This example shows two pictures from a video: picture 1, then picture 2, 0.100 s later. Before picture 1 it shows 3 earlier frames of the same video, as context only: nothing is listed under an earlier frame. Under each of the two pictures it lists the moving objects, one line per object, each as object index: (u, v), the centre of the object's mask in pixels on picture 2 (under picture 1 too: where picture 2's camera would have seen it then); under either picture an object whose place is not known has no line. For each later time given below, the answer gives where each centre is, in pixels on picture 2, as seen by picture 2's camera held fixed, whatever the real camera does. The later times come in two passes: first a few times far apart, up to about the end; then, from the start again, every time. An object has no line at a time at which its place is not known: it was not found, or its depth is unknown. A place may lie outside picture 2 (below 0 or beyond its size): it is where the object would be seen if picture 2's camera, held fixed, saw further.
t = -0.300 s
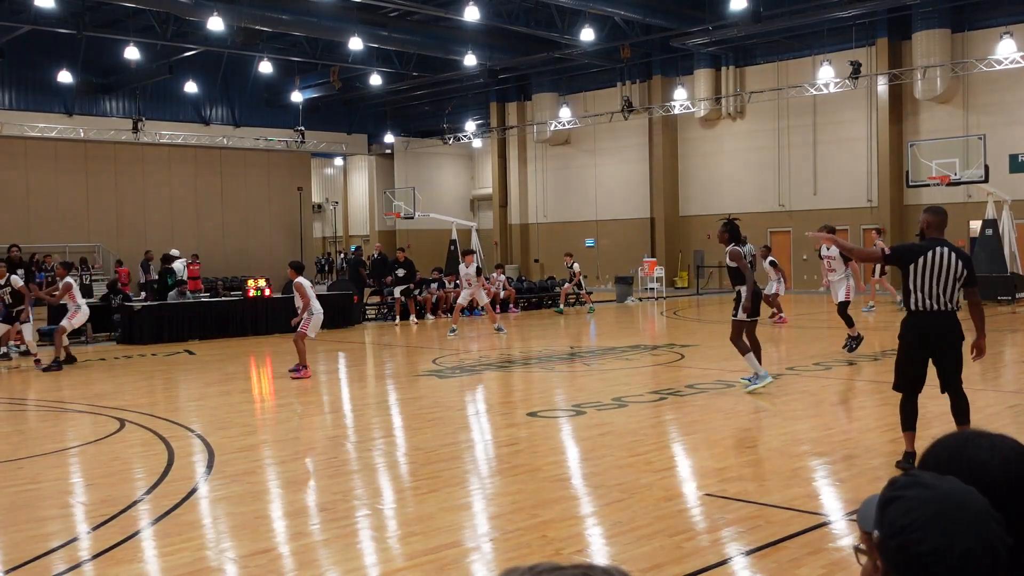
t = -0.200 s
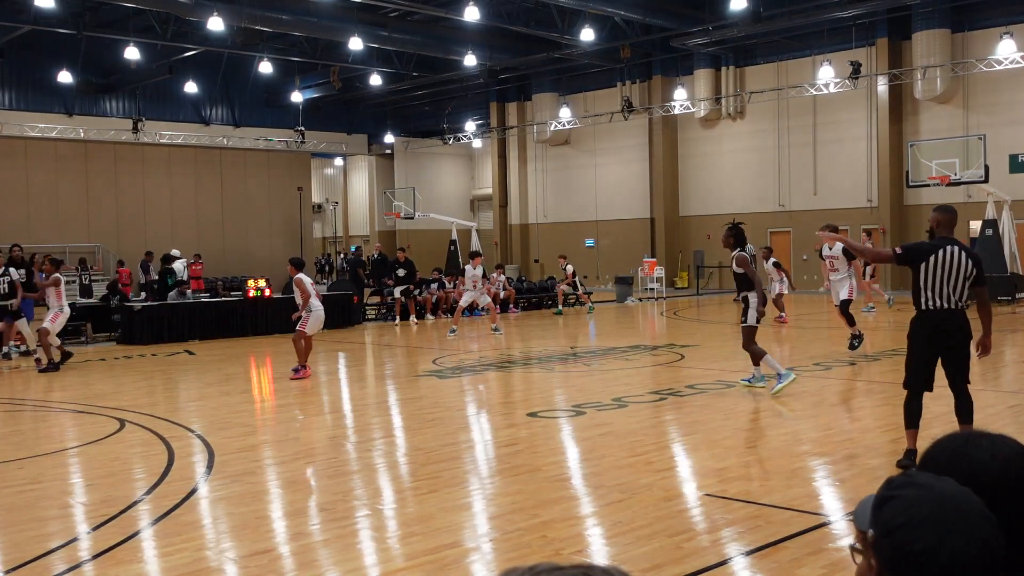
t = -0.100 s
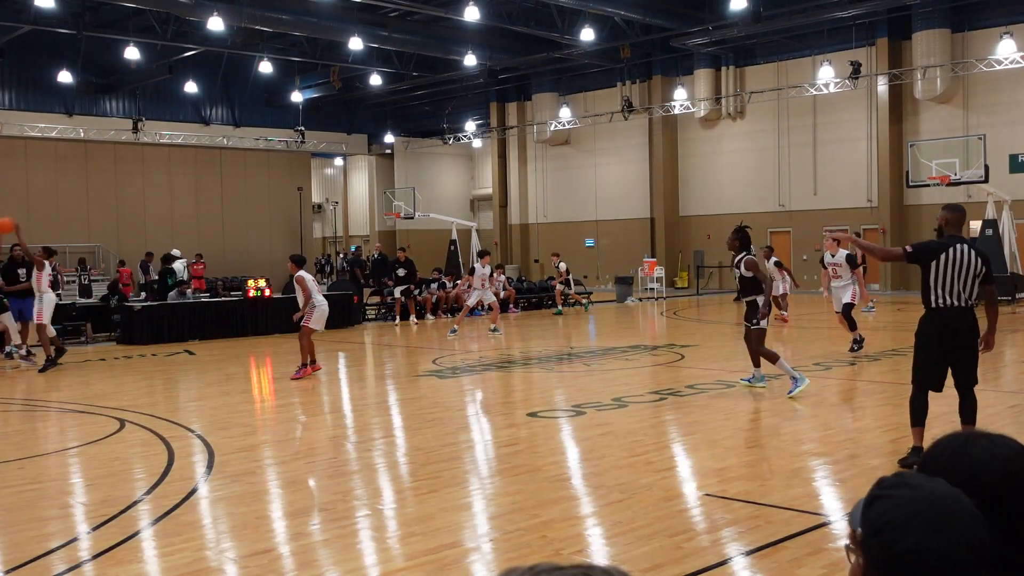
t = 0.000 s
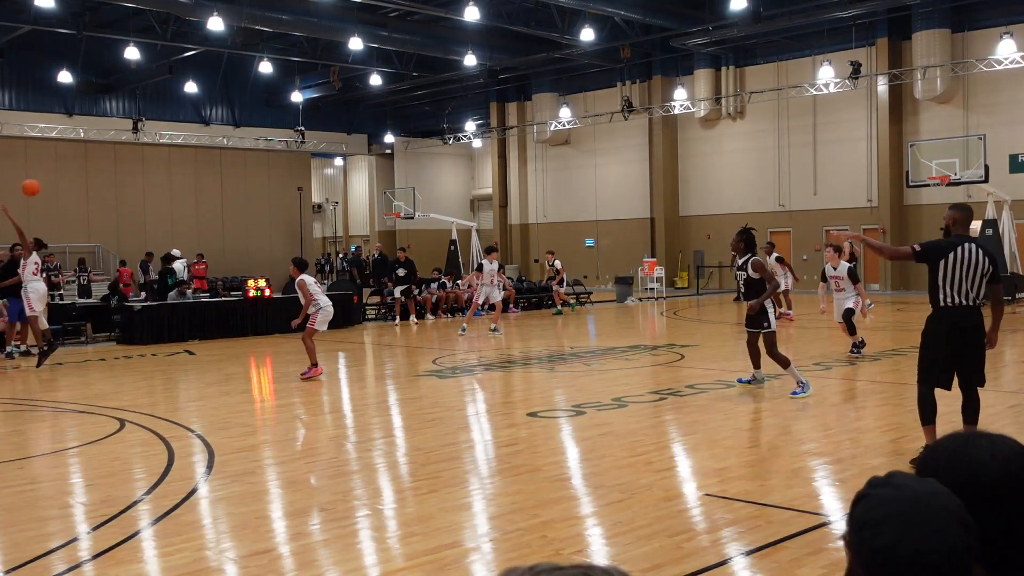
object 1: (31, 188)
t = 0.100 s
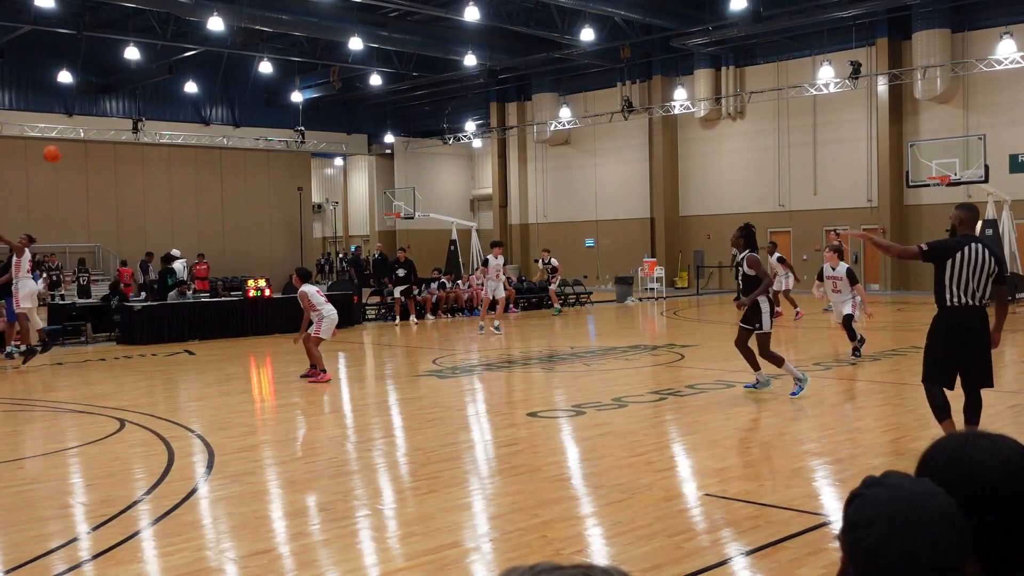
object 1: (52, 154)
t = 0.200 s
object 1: (74, 127)
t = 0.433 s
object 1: (130, 89)
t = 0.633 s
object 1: (179, 87)
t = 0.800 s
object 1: (226, 108)
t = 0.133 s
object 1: (59, 145)
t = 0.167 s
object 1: (67, 136)
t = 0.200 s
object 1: (74, 127)
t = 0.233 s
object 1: (82, 119)
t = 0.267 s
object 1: (90, 111)
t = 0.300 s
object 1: (98, 105)
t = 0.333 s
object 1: (105, 100)
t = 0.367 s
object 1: (113, 95)
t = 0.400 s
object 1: (122, 92)
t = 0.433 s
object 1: (130, 89)
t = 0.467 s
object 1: (138, 86)
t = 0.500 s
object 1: (146, 85)
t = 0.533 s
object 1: (154, 84)
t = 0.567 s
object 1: (162, 84)
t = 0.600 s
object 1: (171, 85)
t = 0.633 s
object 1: (179, 87)
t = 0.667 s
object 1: (189, 89)
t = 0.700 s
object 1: (199, 93)
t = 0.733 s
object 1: (208, 97)
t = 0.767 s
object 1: (216, 102)
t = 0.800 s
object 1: (226, 108)
